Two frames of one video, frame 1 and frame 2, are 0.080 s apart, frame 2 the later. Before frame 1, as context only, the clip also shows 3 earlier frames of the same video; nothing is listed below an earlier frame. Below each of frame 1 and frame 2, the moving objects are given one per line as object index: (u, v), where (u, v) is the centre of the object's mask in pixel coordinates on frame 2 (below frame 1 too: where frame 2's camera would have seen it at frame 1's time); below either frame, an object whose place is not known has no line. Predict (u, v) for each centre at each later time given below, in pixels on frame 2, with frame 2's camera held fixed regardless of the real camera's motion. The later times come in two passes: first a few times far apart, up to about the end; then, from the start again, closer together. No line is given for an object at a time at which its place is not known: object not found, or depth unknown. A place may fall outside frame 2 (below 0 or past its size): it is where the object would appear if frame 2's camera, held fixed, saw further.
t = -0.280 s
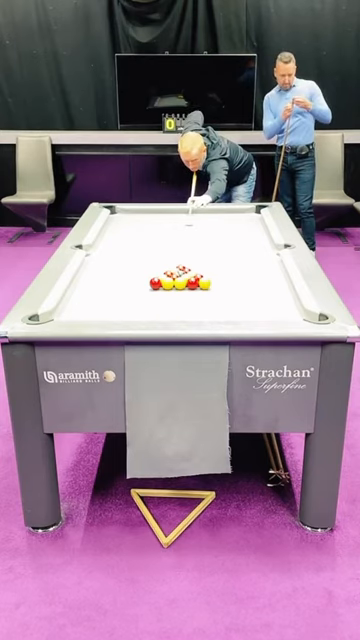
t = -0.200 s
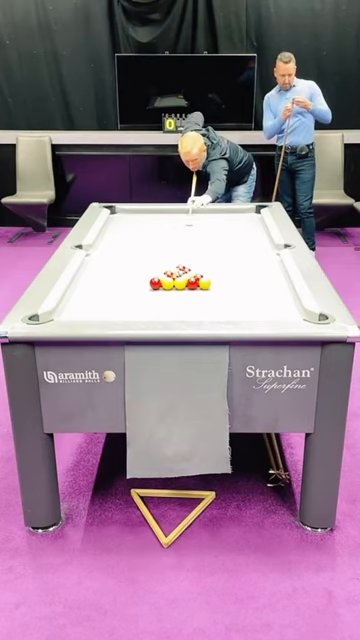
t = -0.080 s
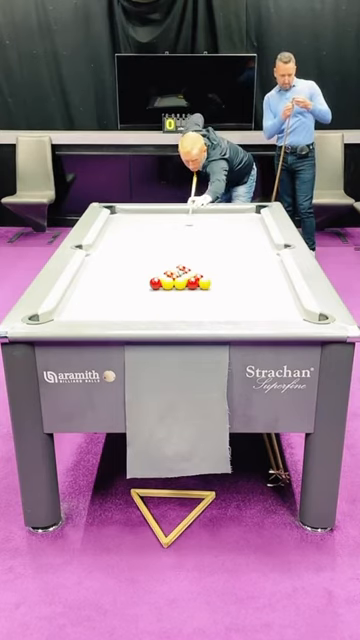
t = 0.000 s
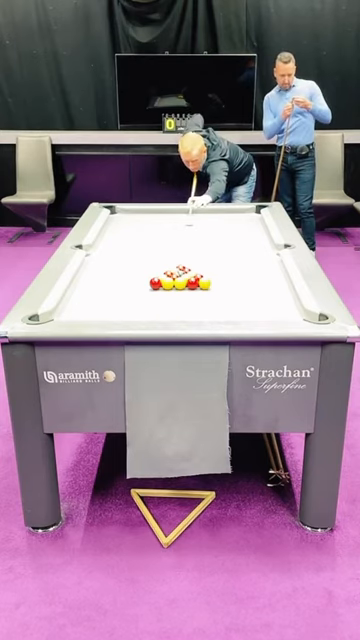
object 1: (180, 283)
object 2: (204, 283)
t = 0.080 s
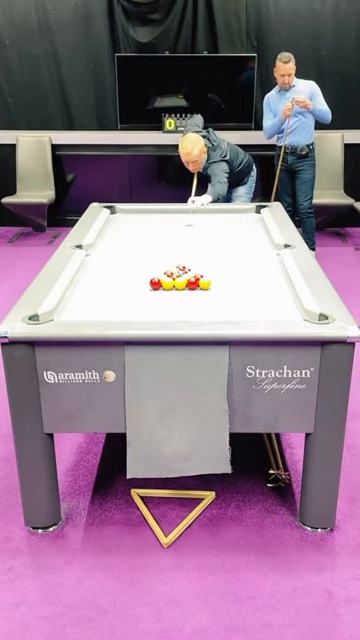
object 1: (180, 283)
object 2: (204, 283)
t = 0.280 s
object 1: (180, 283)
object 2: (204, 283)
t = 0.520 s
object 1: (165, 295)
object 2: (264, 313)
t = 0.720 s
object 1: (142, 311)
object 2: (275, 286)
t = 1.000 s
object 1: (124, 306)
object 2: (265, 262)
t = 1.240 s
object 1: (119, 296)
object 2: (277, 249)
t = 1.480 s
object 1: (121, 289)
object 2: (253, 247)
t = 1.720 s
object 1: (122, 282)
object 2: (233, 246)
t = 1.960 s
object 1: (122, 276)
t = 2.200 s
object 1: (123, 271)
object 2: (208, 238)
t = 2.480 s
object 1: (123, 266)
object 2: (197, 234)
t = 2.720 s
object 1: (124, 262)
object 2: (188, 231)
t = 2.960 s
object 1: (124, 258)
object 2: (181, 228)
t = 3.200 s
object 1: (125, 256)
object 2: (174, 226)
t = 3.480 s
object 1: (125, 253)
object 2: (166, 223)
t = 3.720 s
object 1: (125, 251)
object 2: (166, 222)
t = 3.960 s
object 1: (125, 250)
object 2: (168, 223)
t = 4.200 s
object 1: (125, 248)
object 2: (171, 223)
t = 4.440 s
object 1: (125, 247)
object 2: (171, 223)
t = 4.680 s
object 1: (125, 246)
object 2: (173, 224)
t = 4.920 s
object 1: (125, 245)
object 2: (173, 224)
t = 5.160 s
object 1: (125, 245)
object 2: (173, 224)
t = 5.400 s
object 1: (125, 245)
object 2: (173, 224)
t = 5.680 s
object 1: (125, 245)
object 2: (173, 223)
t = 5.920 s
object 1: (125, 245)
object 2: (173, 223)
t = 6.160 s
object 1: (125, 245)
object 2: (173, 223)
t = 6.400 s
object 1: (125, 245)
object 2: (173, 223)
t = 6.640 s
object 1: (125, 245)
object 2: (173, 223)
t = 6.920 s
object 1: (125, 245)
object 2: (173, 223)
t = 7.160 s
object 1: (125, 245)
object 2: (173, 223)
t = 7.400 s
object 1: (125, 245)
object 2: (173, 224)
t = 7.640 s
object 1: (125, 245)
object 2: (173, 224)
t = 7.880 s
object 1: (125, 245)
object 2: (173, 224)
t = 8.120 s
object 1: (125, 245)
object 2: (173, 224)
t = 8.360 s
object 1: (125, 245)
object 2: (173, 224)
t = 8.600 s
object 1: (125, 245)
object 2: (173, 224)
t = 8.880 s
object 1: (125, 245)
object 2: (173, 224)
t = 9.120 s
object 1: (125, 245)
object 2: (173, 224)
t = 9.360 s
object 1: (125, 245)
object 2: (173, 224)
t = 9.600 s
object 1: (125, 245)
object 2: (173, 224)
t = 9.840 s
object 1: (125, 245)
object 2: (173, 224)
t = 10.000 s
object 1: (125, 245)
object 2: (173, 224)
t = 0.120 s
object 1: (180, 283)
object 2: (204, 283)
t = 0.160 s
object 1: (180, 283)
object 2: (204, 283)
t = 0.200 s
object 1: (180, 283)
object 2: (204, 283)
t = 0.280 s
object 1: (180, 283)
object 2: (204, 283)
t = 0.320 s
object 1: (180, 283)
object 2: (204, 283)
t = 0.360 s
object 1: (180, 283)
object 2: (204, 283)
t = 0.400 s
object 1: (180, 283)
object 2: (204, 283)
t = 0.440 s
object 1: (175, 287)
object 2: (221, 294)
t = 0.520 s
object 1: (165, 295)
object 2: (264, 313)
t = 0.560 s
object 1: (160, 299)
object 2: (277, 311)
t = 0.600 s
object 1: (156, 302)
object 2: (283, 304)
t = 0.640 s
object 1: (151, 306)
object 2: (290, 297)
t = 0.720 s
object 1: (142, 311)
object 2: (275, 286)
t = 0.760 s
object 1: (138, 313)
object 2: (267, 281)
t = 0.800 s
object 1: (134, 314)
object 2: (260, 276)
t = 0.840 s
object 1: (132, 312)
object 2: (255, 271)
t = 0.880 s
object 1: (130, 310)
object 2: (255, 268)
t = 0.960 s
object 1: (126, 308)
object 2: (262, 265)
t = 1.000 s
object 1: (124, 306)
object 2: (265, 262)
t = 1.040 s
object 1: (123, 303)
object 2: (267, 260)
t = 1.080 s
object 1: (122, 302)
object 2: (269, 257)
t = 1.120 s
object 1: (120, 300)
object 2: (271, 255)
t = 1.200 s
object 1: (119, 297)
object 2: (275, 250)
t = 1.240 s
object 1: (119, 296)
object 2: (277, 249)
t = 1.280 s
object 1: (119, 295)
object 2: (273, 248)
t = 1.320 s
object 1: (119, 293)
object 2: (268, 248)
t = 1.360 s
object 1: (120, 292)
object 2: (263, 248)
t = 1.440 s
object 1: (120, 290)
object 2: (256, 248)
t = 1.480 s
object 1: (121, 289)
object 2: (253, 247)
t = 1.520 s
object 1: (120, 287)
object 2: (248, 247)
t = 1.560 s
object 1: (121, 286)
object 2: (245, 247)
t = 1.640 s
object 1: (121, 284)
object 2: (238, 247)
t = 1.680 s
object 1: (121, 283)
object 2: (235, 246)
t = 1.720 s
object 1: (122, 282)
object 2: (233, 246)
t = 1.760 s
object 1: (121, 281)
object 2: (231, 245)
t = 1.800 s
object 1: (122, 280)
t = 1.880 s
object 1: (122, 278)
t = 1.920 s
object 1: (122, 277)
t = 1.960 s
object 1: (122, 276)
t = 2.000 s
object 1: (122, 275)
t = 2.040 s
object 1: (122, 274)
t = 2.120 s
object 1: (122, 273)
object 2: (211, 239)
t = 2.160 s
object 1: (123, 272)
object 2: (209, 239)
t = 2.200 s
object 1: (123, 271)
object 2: (208, 238)
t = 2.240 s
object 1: (123, 270)
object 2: (206, 237)
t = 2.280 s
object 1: (123, 270)
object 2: (205, 237)
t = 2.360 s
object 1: (123, 268)
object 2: (201, 236)
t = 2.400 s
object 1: (123, 267)
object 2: (200, 235)
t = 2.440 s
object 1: (123, 266)
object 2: (198, 234)
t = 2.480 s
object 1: (123, 266)
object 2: (197, 234)
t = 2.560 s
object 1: (123, 265)
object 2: (194, 233)
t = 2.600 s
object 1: (124, 264)
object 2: (192, 233)
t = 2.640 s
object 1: (124, 264)
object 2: (191, 232)
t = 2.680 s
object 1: (124, 263)
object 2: (189, 231)
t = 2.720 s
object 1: (124, 262)
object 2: (188, 231)
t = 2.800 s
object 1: (124, 261)
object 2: (186, 230)
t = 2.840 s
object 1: (124, 259)
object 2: (185, 229)
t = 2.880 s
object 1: (124, 259)
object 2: (183, 229)
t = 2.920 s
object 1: (124, 259)
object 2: (181, 228)
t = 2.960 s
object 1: (124, 258)
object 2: (181, 228)
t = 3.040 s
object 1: (124, 258)
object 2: (178, 227)
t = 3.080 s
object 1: (124, 257)
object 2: (177, 227)
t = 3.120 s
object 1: (124, 258)
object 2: (176, 227)
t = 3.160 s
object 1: (124, 257)
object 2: (175, 227)
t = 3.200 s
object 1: (125, 256)
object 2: (174, 226)
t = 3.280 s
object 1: (125, 255)
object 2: (171, 225)
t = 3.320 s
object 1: (124, 254)
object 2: (170, 225)
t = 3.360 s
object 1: (125, 254)
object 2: (169, 224)
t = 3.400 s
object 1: (124, 254)
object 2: (168, 224)
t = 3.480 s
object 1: (125, 253)
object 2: (166, 223)
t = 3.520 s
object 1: (125, 253)
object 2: (166, 223)
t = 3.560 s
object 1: (125, 253)
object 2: (165, 222)
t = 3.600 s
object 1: (124, 253)
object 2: (165, 222)
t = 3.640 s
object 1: (125, 251)
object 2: (165, 222)
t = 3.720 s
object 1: (125, 251)
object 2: (166, 222)
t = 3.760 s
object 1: (124, 251)
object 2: (167, 223)
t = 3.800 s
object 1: (125, 250)
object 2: (167, 223)
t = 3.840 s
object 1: (125, 250)
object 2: (168, 223)
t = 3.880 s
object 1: (125, 250)
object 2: (168, 223)
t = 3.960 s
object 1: (125, 250)
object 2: (168, 223)
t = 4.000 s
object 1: (125, 250)
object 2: (169, 223)
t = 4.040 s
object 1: (125, 249)
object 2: (169, 223)
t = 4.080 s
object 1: (125, 249)
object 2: (170, 223)
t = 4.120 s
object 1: (125, 249)
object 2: (171, 223)
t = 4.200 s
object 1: (125, 248)
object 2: (171, 223)
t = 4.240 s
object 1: (125, 247)
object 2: (171, 223)
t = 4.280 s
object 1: (125, 247)
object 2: (171, 223)
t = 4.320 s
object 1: (125, 247)
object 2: (171, 223)
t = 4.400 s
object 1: (125, 247)
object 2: (171, 223)
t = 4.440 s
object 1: (125, 247)
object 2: (171, 223)
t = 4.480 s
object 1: (124, 247)
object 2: (172, 223)
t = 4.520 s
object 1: (124, 247)
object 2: (172, 223)
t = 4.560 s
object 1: (124, 247)
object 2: (172, 224)
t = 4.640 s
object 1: (125, 246)
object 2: (173, 224)
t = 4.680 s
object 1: (125, 246)
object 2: (173, 224)
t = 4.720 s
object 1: (125, 246)
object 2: (173, 224)
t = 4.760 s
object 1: (125, 246)
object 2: (173, 224)
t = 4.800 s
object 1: (125, 246)
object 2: (173, 224)
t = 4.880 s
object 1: (125, 246)
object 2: (173, 224)
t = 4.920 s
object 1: (125, 245)
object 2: (173, 224)
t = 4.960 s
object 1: (125, 245)
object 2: (173, 224)
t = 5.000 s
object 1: (125, 245)
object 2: (173, 224)
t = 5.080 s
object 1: (125, 245)
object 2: (173, 224)
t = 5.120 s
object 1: (125, 245)
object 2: (173, 224)
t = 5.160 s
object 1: (125, 245)
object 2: (173, 224)
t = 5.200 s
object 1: (125, 245)
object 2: (173, 224)
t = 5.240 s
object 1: (125, 245)
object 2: (173, 224)
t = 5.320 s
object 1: (125, 245)
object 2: (173, 224)
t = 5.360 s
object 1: (125, 245)
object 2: (173, 224)
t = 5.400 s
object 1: (125, 245)
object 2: (173, 224)
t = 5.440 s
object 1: (125, 245)
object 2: (173, 224)
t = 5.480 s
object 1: (125, 245)
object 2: (173, 224)
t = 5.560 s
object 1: (125, 245)
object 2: (173, 224)
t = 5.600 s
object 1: (125, 245)
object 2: (173, 224)
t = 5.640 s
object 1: (125, 245)
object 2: (173, 223)
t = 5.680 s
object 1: (125, 245)
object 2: (173, 223)
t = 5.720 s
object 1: (125, 245)
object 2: (173, 223)
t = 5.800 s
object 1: (125, 245)
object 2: (173, 223)
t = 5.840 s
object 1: (125, 245)
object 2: (173, 223)
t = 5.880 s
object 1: (125, 245)
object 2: (173, 223)
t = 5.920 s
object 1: (125, 245)
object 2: (173, 223)
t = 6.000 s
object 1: (125, 245)
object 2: (173, 223)
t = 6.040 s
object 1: (125, 245)
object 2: (173, 223)
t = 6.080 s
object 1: (125, 245)
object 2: (173, 223)
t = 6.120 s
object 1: (125, 245)
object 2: (173, 223)
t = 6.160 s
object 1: (125, 245)
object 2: (173, 223)
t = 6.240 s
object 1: (125, 245)
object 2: (173, 223)
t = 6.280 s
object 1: (125, 245)
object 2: (173, 223)
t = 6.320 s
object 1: (125, 245)
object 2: (173, 223)
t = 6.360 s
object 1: (125, 245)
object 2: (173, 223)
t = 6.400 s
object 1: (125, 245)
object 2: (173, 223)
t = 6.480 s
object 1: (125, 245)
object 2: (173, 223)
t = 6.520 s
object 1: (125, 245)
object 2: (173, 223)
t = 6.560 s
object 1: (125, 245)
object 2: (173, 223)
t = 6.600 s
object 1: (125, 245)
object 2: (173, 223)
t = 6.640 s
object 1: (125, 245)
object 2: (173, 223)
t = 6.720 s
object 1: (125, 245)
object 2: (173, 223)
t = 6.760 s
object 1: (125, 245)
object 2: (173, 223)
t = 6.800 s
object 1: (125, 245)
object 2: (173, 223)
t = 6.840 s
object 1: (125, 245)
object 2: (173, 223)
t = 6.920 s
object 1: (125, 245)
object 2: (173, 223)
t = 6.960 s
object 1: (125, 245)
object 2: (173, 223)
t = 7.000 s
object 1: (125, 245)
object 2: (173, 223)
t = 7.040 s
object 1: (125, 245)
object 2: (173, 223)
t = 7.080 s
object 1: (125, 245)
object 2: (173, 223)
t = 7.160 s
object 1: (125, 245)
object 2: (173, 223)
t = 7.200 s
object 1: (125, 245)
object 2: (173, 223)
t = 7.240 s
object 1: (125, 245)
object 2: (173, 223)
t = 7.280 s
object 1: (125, 245)
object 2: (173, 224)
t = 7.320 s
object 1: (125, 245)
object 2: (173, 224)
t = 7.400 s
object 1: (125, 245)
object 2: (173, 224)
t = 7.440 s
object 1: (125, 245)
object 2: (173, 224)
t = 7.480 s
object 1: (125, 245)
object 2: (173, 224)
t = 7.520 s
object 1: (125, 245)
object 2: (173, 224)
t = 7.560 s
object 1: (125, 245)
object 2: (173, 224)
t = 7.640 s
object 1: (125, 245)
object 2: (173, 224)
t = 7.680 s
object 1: (125, 245)
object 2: (173, 224)
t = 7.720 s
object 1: (125, 245)
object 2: (173, 224)
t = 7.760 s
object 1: (125, 245)
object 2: (173, 224)
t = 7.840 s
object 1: (125, 245)
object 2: (173, 224)
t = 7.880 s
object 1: (125, 245)
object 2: (173, 224)
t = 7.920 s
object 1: (125, 245)
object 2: (173, 224)
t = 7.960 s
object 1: (125, 245)
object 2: (173, 224)
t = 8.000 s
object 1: (125, 245)
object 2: (173, 224)
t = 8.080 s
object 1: (125, 245)
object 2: (173, 224)
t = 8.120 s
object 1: (125, 245)
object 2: (173, 224)
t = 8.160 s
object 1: (125, 245)
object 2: (173, 224)
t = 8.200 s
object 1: (125, 245)
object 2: (173, 224)
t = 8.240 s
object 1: (125, 245)
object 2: (173, 224)
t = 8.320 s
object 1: (125, 245)
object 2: (173, 224)
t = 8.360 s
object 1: (125, 245)
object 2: (173, 224)
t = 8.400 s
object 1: (125, 245)
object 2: (173, 224)
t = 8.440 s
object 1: (125, 245)
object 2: (173, 224)
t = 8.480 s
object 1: (125, 245)
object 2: (173, 224)
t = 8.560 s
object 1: (125, 245)
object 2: (173, 224)
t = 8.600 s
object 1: (125, 245)
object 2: (173, 224)
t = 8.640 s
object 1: (125, 245)
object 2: (173, 224)
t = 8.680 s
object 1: (125, 245)
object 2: (173, 224)
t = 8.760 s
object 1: (125, 245)
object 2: (173, 224)
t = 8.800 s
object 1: (125, 245)
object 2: (173, 224)
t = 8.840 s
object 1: (125, 245)
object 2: (173, 224)
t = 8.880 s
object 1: (125, 245)
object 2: (173, 224)
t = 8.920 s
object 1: (125, 245)
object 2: (173, 224)
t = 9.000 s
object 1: (125, 245)
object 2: (173, 224)
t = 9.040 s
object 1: (125, 245)
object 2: (173, 224)
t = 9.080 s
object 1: (125, 245)
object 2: (173, 224)
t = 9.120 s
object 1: (125, 245)
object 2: (173, 224)
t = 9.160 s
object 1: (125, 245)
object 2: (173, 224)
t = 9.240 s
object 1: (125, 245)
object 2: (173, 224)
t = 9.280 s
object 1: (125, 245)
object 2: (173, 224)
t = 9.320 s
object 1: (125, 245)
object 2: (173, 224)
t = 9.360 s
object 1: (125, 245)
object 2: (173, 224)
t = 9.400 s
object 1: (125, 245)
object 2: (173, 224)
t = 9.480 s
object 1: (125, 245)
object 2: (173, 224)
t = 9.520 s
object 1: (125, 245)
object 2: (173, 224)
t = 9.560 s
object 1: (125, 245)
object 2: (173, 224)
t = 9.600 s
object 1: (125, 245)
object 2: (173, 224)
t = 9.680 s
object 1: (125, 245)
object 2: (173, 224)
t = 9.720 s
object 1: (125, 245)
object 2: (173, 224)
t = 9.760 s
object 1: (125, 245)
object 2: (173, 224)
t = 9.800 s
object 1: (125, 245)
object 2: (173, 224)
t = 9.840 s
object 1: (125, 245)
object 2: (173, 224)
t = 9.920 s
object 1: (125, 245)
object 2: (173, 224)
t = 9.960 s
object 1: (125, 245)
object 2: (173, 224)
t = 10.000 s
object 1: (125, 245)
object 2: (173, 224)
